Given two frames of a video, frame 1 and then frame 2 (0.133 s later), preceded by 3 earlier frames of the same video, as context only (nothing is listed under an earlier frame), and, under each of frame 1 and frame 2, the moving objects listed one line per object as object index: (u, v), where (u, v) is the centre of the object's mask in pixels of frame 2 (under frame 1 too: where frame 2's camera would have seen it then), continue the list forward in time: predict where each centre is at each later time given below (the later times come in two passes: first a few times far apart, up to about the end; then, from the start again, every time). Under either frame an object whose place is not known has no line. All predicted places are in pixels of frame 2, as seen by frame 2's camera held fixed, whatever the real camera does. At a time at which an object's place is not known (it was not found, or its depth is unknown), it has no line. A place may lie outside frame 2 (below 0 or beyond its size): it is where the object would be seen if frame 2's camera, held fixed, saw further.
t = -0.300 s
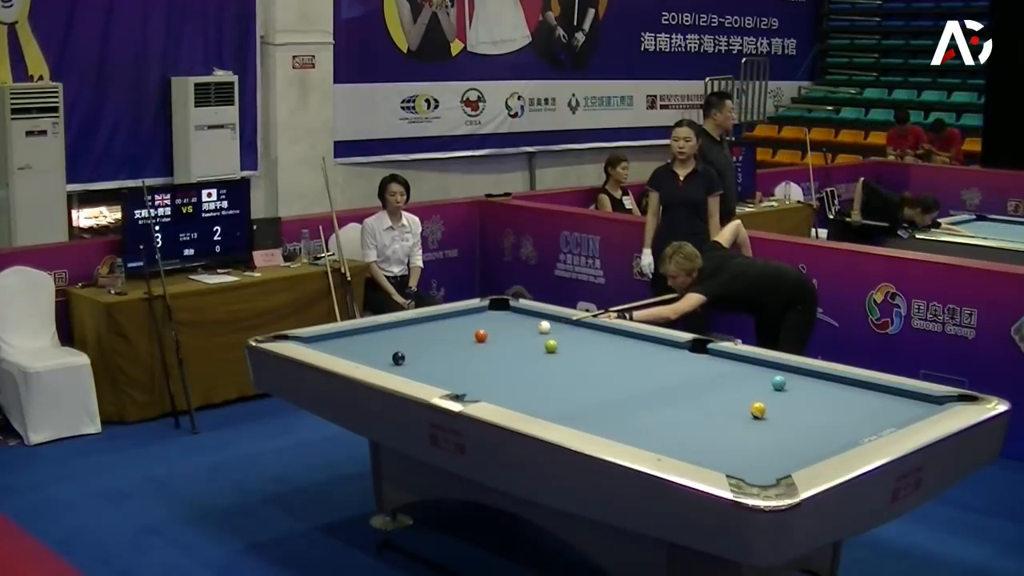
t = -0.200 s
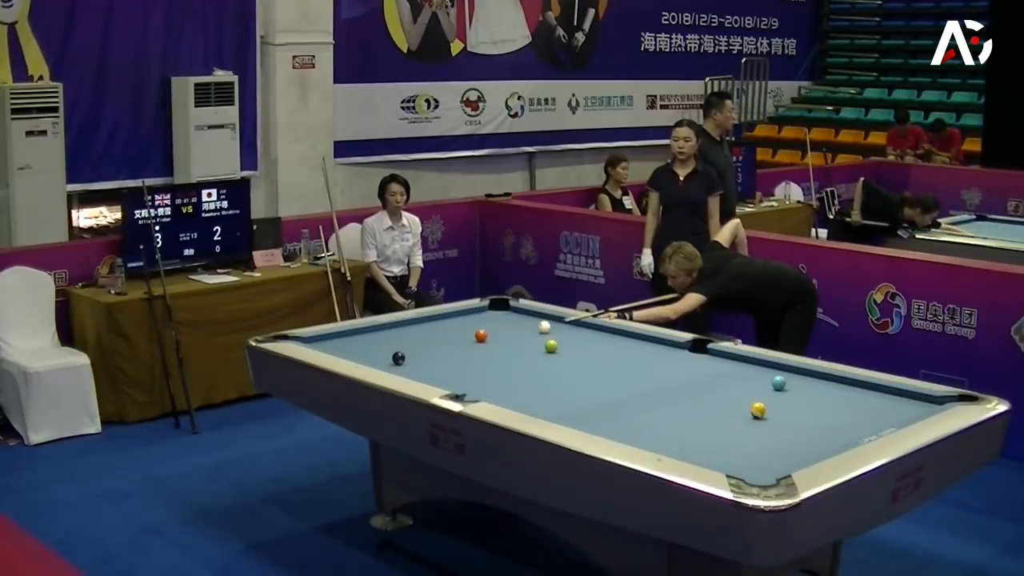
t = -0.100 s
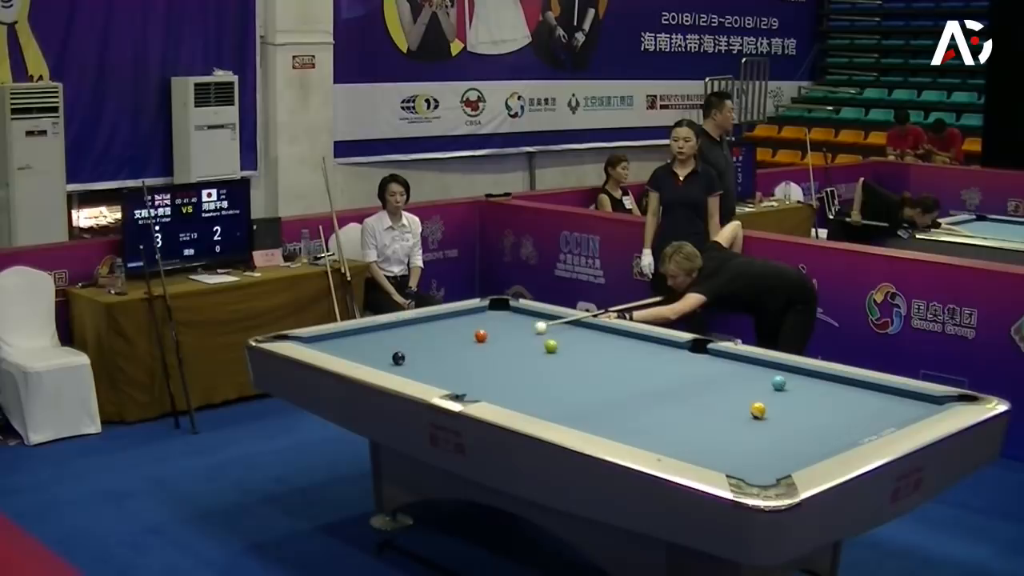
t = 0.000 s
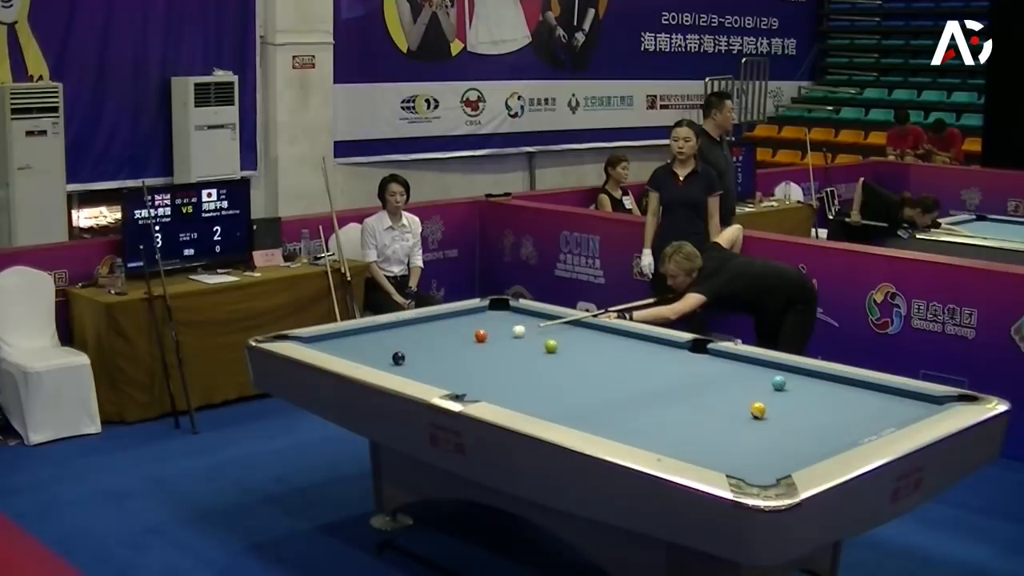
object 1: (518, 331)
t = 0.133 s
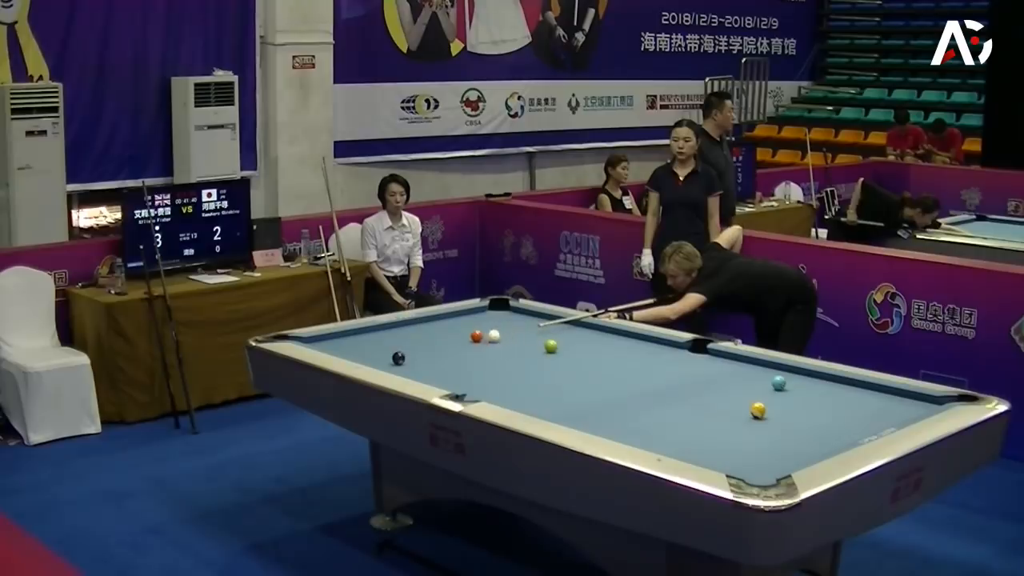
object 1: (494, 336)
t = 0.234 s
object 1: (492, 339)
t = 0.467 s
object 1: (482, 346)
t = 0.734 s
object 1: (470, 354)
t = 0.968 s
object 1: (460, 361)
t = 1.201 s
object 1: (450, 368)
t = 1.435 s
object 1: (440, 375)
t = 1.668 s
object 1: (432, 379)
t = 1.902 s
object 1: (449, 379)
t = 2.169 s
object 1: (466, 379)
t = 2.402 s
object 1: (481, 379)
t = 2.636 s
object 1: (494, 379)
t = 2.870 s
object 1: (506, 379)
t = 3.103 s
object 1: (517, 378)
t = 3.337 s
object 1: (526, 378)
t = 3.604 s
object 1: (536, 378)
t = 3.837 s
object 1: (543, 377)
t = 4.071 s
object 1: (549, 377)
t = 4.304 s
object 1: (555, 377)
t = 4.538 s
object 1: (559, 377)
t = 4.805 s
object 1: (562, 376)
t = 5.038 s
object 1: (564, 376)
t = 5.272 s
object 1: (564, 376)
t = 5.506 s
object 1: (564, 376)
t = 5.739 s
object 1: (564, 376)
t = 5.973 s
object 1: (564, 376)
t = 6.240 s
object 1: (564, 376)
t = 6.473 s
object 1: (564, 376)
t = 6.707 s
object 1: (564, 376)
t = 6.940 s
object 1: (564, 376)
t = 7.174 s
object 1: (564, 376)
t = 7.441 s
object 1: (564, 376)
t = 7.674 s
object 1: (564, 376)
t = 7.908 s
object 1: (564, 376)
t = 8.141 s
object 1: (564, 376)
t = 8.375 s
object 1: (564, 376)
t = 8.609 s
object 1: (564, 376)
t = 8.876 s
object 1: (564, 376)
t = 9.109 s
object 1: (564, 376)
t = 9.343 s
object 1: (564, 376)
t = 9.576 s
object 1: (564, 376)
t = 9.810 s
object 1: (564, 376)
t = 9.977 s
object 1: (564, 376)
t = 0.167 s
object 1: (493, 337)
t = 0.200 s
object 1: (492, 338)
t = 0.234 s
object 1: (492, 339)
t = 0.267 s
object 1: (490, 340)
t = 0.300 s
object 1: (489, 341)
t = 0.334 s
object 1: (488, 342)
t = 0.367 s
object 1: (486, 343)
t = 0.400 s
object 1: (485, 344)
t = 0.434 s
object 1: (483, 345)
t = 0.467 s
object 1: (482, 346)
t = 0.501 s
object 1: (480, 347)
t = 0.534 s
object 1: (479, 348)
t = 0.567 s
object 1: (477, 349)
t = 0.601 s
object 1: (476, 350)
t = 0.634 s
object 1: (475, 351)
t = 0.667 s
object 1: (473, 352)
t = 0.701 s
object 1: (472, 353)
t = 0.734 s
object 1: (470, 354)
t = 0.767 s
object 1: (469, 355)
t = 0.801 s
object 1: (467, 356)
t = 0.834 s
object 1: (466, 357)
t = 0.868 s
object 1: (465, 358)
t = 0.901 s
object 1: (463, 359)
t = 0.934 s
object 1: (461, 360)
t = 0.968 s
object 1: (460, 361)
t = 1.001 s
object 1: (459, 362)
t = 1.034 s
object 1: (457, 363)
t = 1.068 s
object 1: (456, 364)
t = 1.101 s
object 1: (454, 365)
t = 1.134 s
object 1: (453, 366)
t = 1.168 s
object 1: (451, 367)
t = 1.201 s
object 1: (450, 368)
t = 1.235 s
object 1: (449, 369)
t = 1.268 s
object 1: (447, 370)
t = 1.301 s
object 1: (446, 371)
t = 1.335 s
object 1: (444, 372)
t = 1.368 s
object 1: (443, 373)
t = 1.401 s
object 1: (441, 374)
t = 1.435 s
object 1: (440, 375)
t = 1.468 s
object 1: (439, 376)
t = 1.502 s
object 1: (437, 376)
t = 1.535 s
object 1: (436, 377)
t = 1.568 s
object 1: (434, 377)
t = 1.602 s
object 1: (433, 378)
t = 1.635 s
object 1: (432, 379)
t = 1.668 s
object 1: (432, 379)
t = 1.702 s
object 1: (435, 379)
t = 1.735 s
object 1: (437, 379)
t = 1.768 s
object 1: (440, 379)
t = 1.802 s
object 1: (442, 379)
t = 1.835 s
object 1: (444, 378)
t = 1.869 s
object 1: (447, 379)
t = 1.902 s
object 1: (449, 379)
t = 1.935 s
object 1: (452, 379)
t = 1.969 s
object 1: (454, 379)
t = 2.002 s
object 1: (456, 379)
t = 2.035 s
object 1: (457, 380)
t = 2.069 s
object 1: (459, 380)
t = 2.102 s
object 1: (462, 380)
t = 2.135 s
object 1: (464, 380)
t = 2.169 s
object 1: (466, 379)
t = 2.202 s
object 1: (468, 380)
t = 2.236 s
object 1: (470, 380)
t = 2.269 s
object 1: (472, 380)
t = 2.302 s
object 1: (474, 380)
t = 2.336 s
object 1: (476, 380)
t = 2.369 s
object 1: (479, 379)
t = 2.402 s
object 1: (481, 379)
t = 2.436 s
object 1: (483, 379)
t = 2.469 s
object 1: (485, 379)
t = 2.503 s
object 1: (486, 379)
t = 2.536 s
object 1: (489, 379)
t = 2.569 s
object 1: (490, 379)
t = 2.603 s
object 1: (492, 379)
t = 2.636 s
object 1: (494, 379)
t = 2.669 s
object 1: (495, 379)
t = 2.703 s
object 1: (497, 379)
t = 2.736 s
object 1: (499, 379)
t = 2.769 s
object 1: (501, 379)
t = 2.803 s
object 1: (502, 379)
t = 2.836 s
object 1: (504, 379)
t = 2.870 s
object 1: (506, 379)
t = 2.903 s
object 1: (507, 379)
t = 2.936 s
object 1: (509, 379)
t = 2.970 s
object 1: (510, 379)
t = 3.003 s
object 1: (512, 378)
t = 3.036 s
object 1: (513, 378)
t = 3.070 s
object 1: (515, 378)
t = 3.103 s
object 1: (517, 378)
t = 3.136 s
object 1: (518, 378)
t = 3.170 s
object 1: (519, 378)
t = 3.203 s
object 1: (521, 378)
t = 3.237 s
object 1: (522, 378)
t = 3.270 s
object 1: (524, 378)
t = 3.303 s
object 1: (525, 378)
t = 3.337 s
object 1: (526, 378)
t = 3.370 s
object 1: (528, 378)
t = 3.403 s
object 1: (529, 378)
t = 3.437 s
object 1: (530, 378)
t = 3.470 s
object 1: (531, 378)
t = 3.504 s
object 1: (533, 378)
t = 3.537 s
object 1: (534, 378)
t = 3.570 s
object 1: (535, 378)
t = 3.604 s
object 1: (536, 378)
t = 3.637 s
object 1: (537, 378)
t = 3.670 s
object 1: (538, 378)
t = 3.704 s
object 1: (539, 378)
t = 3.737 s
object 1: (540, 378)
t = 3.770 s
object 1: (542, 377)
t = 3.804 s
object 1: (542, 377)
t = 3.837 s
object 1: (543, 377)
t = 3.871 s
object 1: (544, 377)
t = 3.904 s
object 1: (545, 377)
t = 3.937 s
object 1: (546, 377)
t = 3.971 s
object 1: (547, 377)
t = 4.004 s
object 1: (548, 377)
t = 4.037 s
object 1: (548, 377)
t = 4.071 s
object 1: (549, 377)
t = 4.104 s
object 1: (550, 377)
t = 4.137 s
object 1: (551, 377)
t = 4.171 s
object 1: (552, 377)
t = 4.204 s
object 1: (552, 377)
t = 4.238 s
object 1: (553, 377)
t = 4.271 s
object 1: (554, 377)
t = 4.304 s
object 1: (555, 377)
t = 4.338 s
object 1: (555, 377)
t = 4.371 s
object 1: (556, 377)
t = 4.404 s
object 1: (557, 377)
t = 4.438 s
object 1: (557, 377)
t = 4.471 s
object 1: (558, 377)
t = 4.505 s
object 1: (558, 377)
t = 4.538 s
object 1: (559, 377)
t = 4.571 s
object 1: (560, 376)
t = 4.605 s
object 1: (560, 377)
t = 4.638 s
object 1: (560, 377)
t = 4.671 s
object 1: (561, 376)
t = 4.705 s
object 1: (561, 377)
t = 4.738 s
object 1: (562, 377)
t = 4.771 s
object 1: (562, 377)
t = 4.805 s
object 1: (562, 376)
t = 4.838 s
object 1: (563, 377)
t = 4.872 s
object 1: (563, 377)
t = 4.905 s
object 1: (563, 376)
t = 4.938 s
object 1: (563, 376)
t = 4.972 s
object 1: (564, 376)
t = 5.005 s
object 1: (564, 376)
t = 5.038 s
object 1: (564, 376)
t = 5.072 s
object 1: (564, 376)
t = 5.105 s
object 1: (564, 376)
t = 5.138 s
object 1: (564, 376)
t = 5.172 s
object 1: (564, 376)
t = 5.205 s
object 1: (564, 376)
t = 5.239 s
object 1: (564, 376)
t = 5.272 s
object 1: (564, 376)
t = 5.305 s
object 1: (564, 376)
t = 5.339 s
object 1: (564, 376)
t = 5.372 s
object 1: (564, 376)
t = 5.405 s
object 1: (564, 376)
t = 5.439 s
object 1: (564, 376)
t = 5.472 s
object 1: (564, 376)
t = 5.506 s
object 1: (564, 376)
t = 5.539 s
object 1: (564, 376)
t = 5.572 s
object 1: (564, 376)
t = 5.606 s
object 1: (564, 376)
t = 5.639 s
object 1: (564, 376)
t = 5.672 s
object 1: (564, 376)
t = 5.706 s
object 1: (564, 376)
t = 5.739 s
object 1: (564, 376)
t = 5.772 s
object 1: (564, 376)
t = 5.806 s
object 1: (564, 376)
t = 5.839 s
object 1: (564, 376)
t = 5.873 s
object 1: (564, 376)
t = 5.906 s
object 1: (564, 376)
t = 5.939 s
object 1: (564, 376)
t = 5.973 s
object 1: (564, 376)
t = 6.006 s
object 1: (564, 376)
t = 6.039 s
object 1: (564, 376)
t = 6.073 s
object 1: (564, 376)
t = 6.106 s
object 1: (564, 376)
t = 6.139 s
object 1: (564, 376)
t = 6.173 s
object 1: (564, 376)
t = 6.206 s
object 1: (564, 376)
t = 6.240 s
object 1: (564, 376)
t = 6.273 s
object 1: (564, 376)
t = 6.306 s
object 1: (564, 376)
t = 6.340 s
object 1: (564, 376)
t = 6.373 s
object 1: (564, 376)
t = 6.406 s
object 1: (564, 376)
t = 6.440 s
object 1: (564, 376)
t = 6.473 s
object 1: (564, 376)
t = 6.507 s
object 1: (564, 376)
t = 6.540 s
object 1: (564, 376)
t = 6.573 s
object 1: (564, 376)
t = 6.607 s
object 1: (564, 376)
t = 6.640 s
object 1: (564, 376)
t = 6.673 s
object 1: (564, 376)
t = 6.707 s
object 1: (564, 376)
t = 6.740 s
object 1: (564, 376)
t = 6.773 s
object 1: (564, 376)
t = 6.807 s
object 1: (564, 376)
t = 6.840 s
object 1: (564, 376)
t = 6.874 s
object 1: (564, 376)
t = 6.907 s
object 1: (564, 376)
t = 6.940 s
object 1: (564, 376)
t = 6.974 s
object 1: (564, 376)
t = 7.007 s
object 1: (564, 376)
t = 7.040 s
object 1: (564, 376)
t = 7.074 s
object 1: (564, 376)
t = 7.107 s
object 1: (564, 376)
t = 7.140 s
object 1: (564, 376)
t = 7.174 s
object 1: (564, 376)
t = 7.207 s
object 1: (564, 376)
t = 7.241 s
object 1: (564, 376)
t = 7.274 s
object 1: (564, 376)
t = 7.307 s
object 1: (564, 376)
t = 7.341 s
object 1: (564, 376)
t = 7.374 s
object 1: (564, 376)
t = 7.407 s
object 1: (564, 376)
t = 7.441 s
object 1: (564, 376)
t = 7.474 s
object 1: (564, 376)
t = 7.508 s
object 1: (564, 376)
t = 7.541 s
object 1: (564, 376)
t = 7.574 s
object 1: (564, 376)
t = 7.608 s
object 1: (564, 376)
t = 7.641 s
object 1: (564, 376)
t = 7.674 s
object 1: (564, 376)
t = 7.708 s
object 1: (564, 376)
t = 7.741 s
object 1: (564, 376)
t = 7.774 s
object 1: (564, 376)
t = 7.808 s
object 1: (564, 376)
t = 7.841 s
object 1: (564, 376)
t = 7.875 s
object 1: (564, 376)
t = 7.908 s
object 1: (564, 376)
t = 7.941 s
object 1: (564, 376)
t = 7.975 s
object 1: (564, 376)
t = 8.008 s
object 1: (564, 376)
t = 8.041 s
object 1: (564, 376)
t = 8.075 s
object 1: (564, 376)
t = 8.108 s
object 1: (564, 376)
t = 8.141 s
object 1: (564, 376)
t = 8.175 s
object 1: (564, 376)
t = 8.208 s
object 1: (564, 376)
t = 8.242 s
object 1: (564, 376)
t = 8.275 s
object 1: (564, 376)
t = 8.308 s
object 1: (564, 376)
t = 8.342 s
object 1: (564, 376)
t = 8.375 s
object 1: (564, 376)
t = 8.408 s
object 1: (564, 376)
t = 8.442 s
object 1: (564, 376)
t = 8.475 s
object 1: (564, 376)
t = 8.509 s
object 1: (564, 376)
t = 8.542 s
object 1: (564, 376)
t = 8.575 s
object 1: (564, 376)
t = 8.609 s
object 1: (564, 376)
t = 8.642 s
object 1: (564, 376)
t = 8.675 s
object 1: (564, 376)
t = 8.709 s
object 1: (564, 376)
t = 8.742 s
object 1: (564, 376)
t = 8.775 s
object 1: (564, 376)
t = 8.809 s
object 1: (564, 376)
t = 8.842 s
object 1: (564, 376)
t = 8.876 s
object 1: (564, 376)
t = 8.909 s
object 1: (564, 376)
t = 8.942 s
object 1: (564, 376)
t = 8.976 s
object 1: (564, 376)
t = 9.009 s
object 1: (564, 376)
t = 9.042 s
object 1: (564, 376)
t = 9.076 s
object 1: (564, 376)
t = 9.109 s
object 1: (564, 376)
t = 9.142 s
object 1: (564, 376)
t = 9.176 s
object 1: (564, 376)
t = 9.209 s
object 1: (564, 376)
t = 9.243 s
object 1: (564, 376)
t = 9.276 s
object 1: (564, 376)
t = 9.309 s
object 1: (564, 376)
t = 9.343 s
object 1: (564, 376)
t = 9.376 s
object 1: (564, 376)
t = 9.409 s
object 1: (564, 376)
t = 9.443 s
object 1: (564, 376)
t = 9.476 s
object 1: (564, 376)
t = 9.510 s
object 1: (564, 376)
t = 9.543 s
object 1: (564, 376)
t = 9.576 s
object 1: (564, 376)
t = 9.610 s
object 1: (564, 376)
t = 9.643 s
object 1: (564, 376)
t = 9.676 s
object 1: (564, 376)
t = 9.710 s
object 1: (564, 376)
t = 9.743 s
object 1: (564, 376)
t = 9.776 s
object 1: (564, 376)
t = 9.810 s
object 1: (564, 376)
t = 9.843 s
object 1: (564, 376)
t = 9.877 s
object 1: (564, 376)
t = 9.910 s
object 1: (564, 376)
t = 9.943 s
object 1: (564, 376)
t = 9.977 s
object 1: (564, 376)
